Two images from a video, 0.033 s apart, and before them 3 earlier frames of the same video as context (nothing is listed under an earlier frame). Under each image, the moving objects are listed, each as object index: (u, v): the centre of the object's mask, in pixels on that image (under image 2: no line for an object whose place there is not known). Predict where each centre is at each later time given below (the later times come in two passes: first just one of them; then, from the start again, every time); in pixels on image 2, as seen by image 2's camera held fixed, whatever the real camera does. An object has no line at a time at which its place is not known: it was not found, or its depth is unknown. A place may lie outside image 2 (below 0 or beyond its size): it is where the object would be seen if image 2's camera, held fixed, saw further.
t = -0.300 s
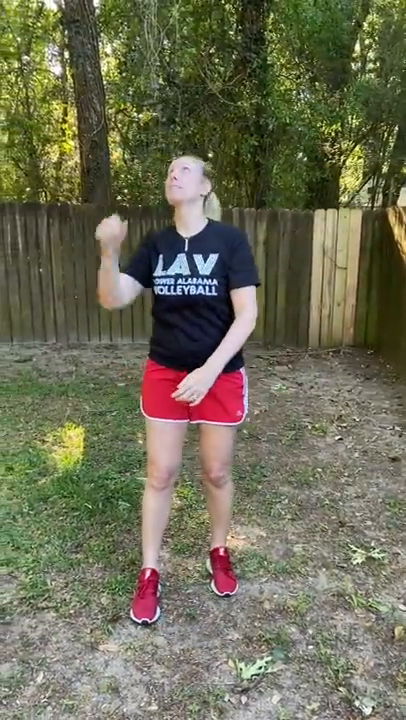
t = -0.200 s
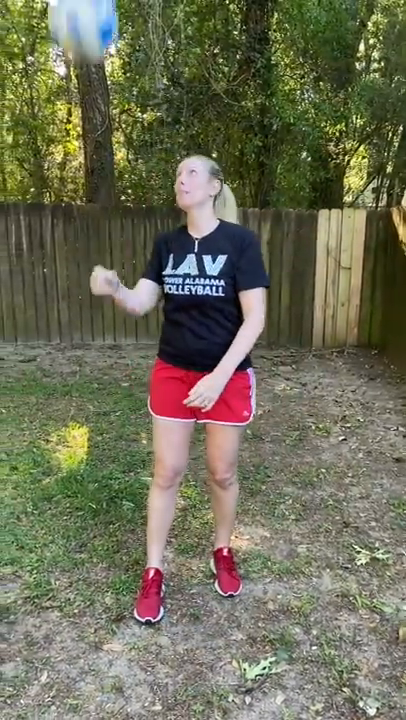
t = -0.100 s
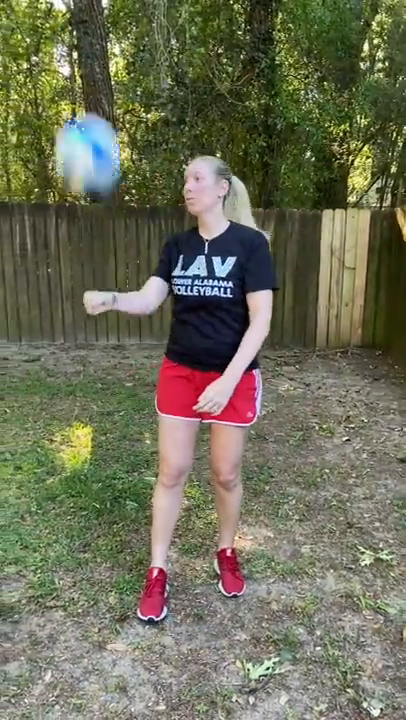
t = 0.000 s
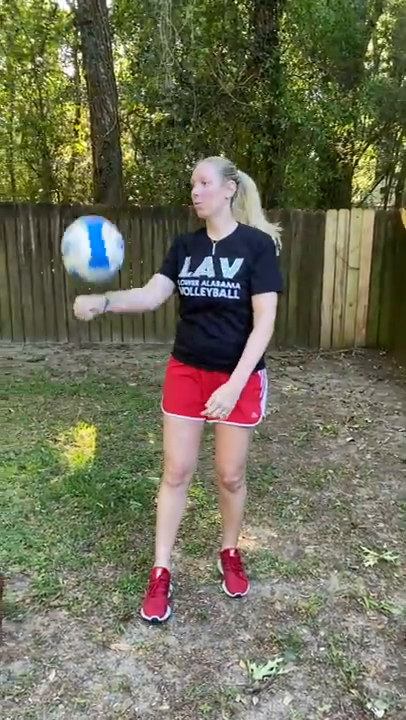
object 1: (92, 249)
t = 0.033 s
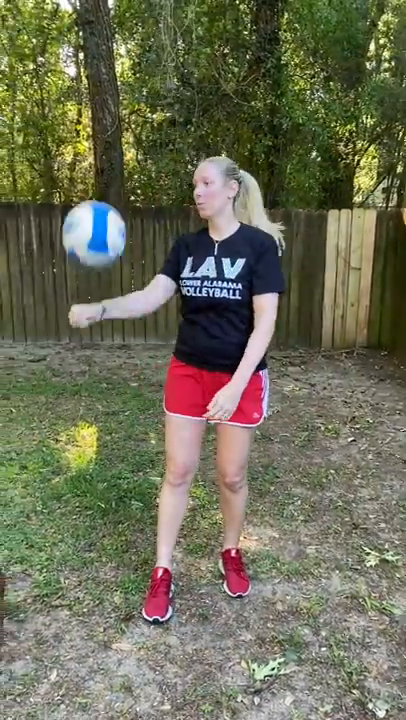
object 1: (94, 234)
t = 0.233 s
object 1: (97, 207)
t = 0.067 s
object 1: (94, 222)
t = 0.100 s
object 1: (94, 213)
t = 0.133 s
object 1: (95, 207)
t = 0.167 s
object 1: (96, 204)
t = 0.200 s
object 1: (96, 204)
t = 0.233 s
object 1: (97, 207)
